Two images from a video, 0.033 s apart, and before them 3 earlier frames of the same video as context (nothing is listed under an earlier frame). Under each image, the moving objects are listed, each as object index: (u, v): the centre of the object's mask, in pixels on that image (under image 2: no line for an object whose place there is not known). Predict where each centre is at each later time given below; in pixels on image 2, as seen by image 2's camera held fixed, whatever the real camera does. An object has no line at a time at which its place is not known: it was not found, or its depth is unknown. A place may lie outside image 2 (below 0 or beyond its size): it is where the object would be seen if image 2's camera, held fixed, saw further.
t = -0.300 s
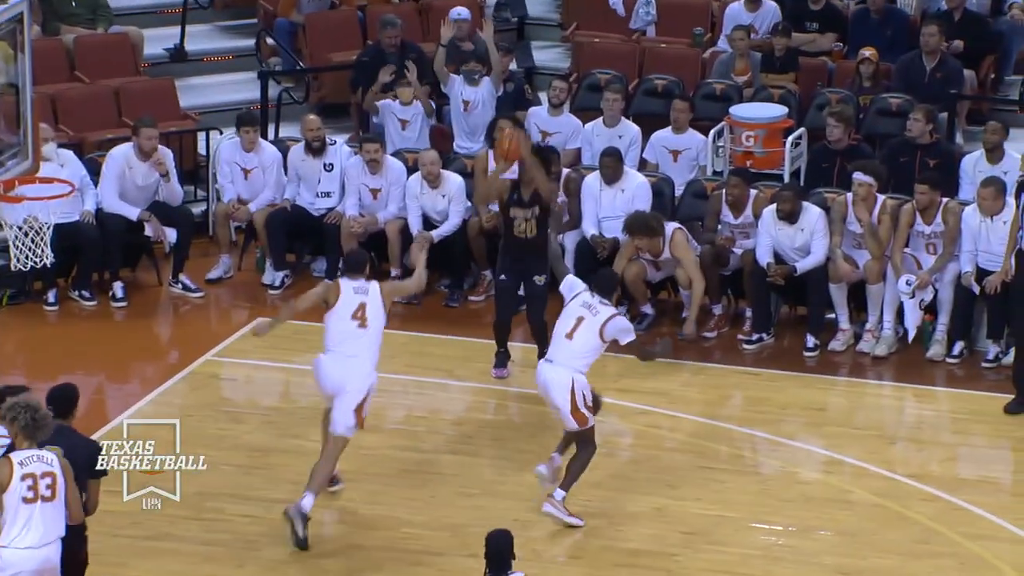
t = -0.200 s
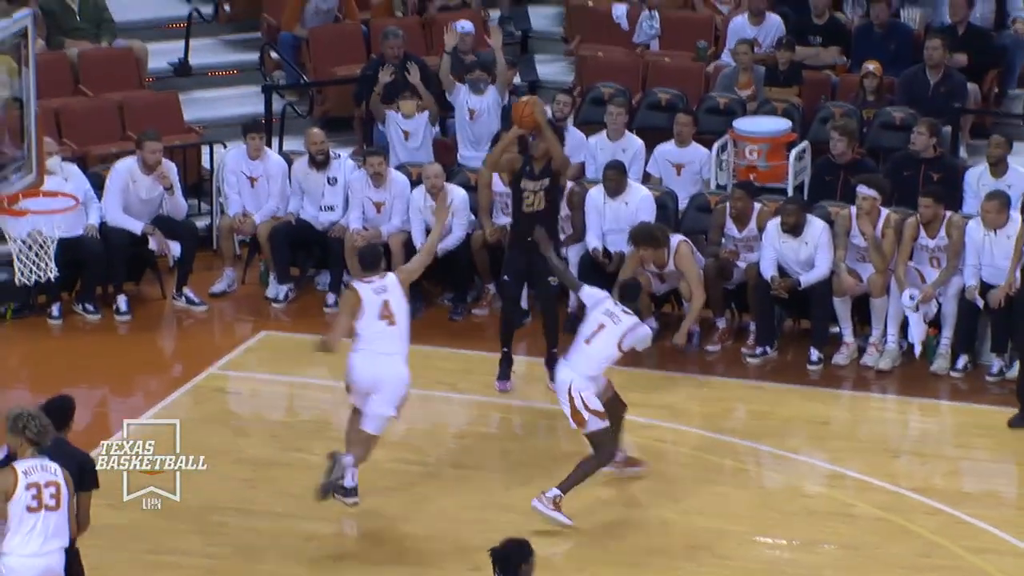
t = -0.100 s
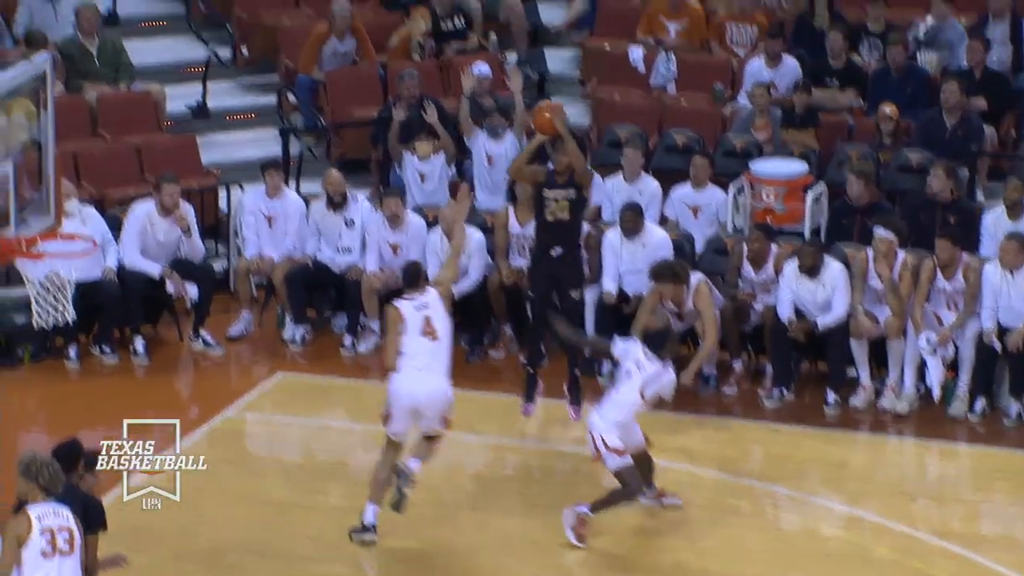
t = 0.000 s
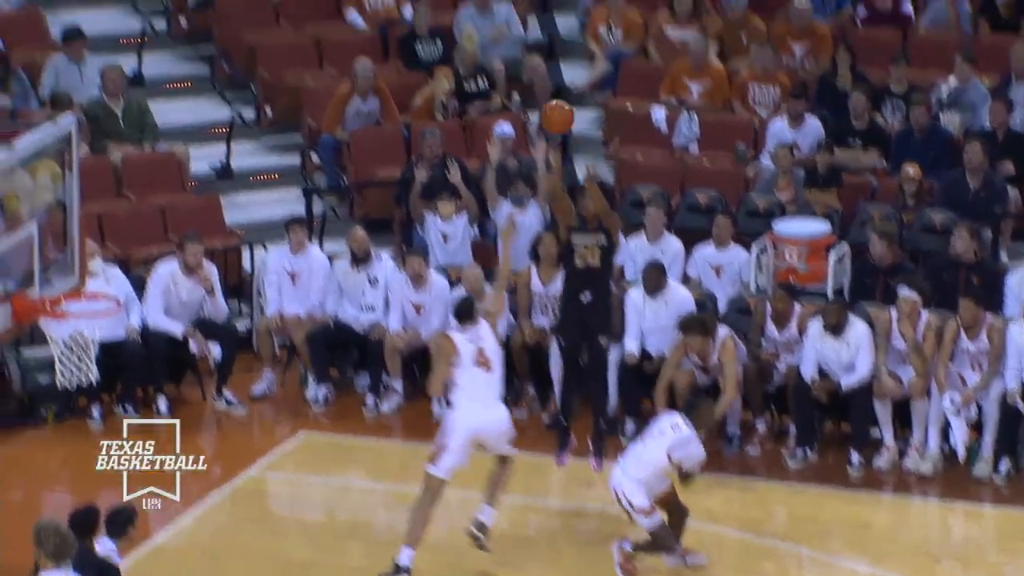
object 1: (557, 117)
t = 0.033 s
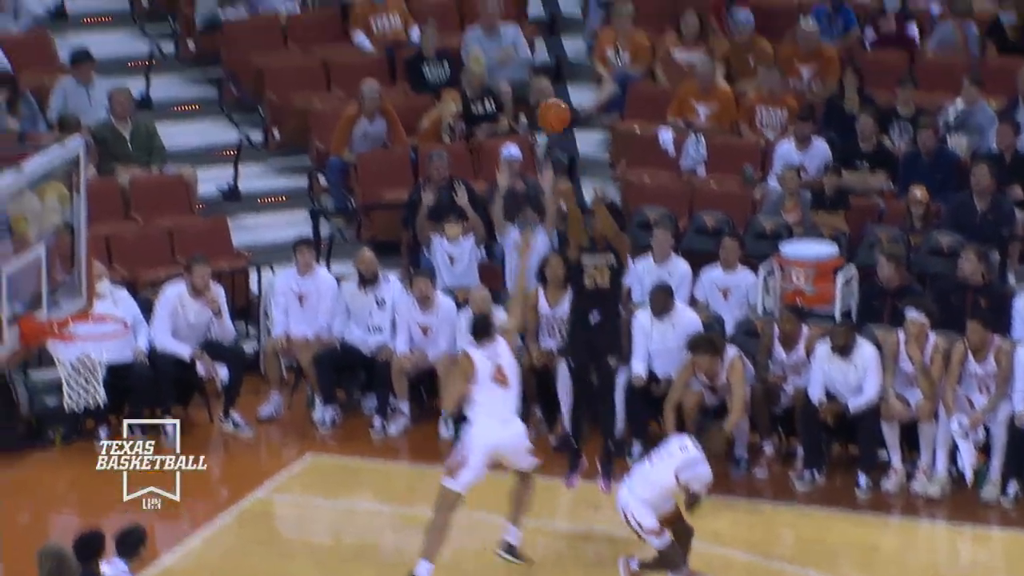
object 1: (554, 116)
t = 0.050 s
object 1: (548, 105)
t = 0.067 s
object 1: (542, 93)
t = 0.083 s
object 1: (537, 84)
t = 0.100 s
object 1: (532, 74)
